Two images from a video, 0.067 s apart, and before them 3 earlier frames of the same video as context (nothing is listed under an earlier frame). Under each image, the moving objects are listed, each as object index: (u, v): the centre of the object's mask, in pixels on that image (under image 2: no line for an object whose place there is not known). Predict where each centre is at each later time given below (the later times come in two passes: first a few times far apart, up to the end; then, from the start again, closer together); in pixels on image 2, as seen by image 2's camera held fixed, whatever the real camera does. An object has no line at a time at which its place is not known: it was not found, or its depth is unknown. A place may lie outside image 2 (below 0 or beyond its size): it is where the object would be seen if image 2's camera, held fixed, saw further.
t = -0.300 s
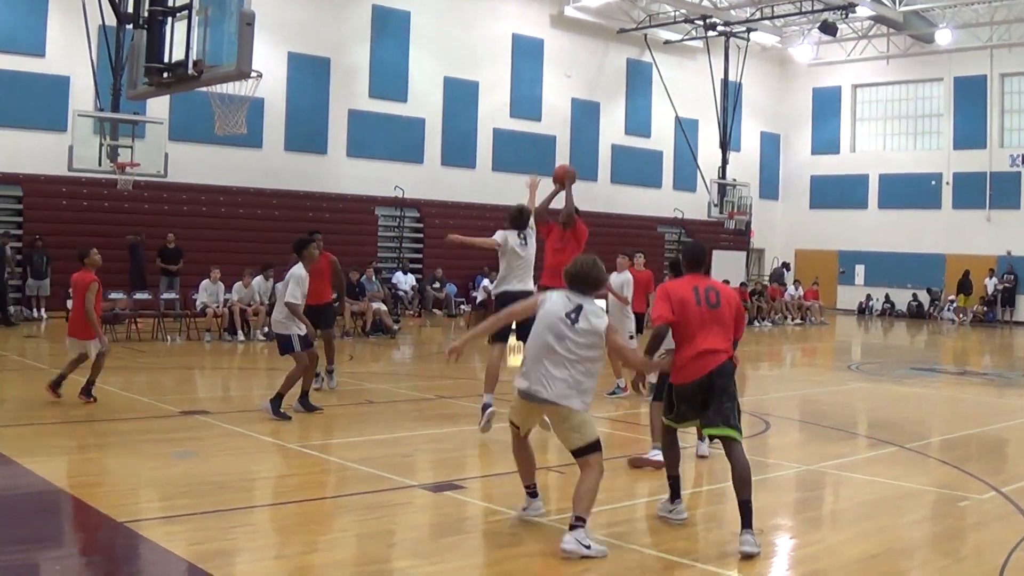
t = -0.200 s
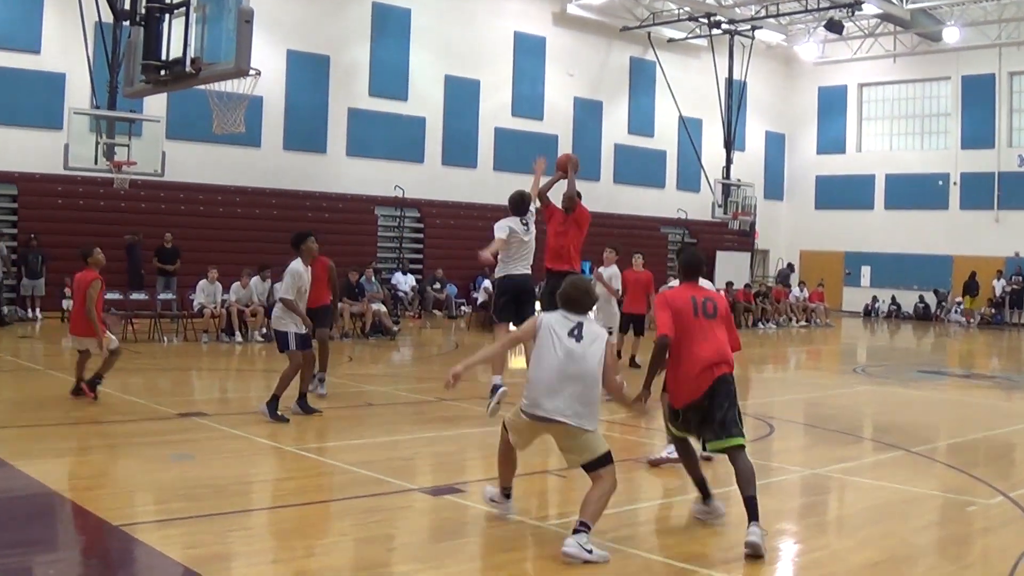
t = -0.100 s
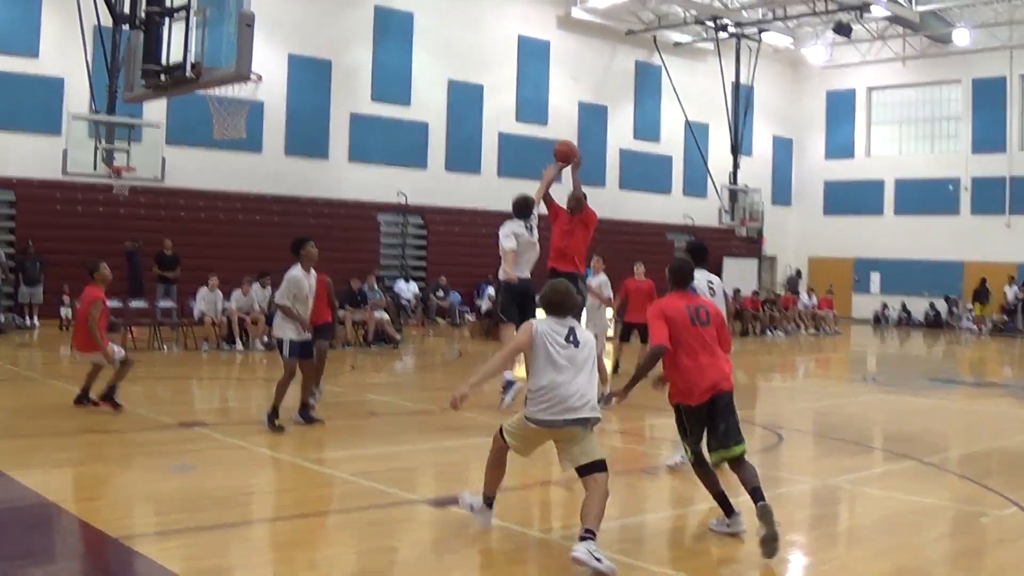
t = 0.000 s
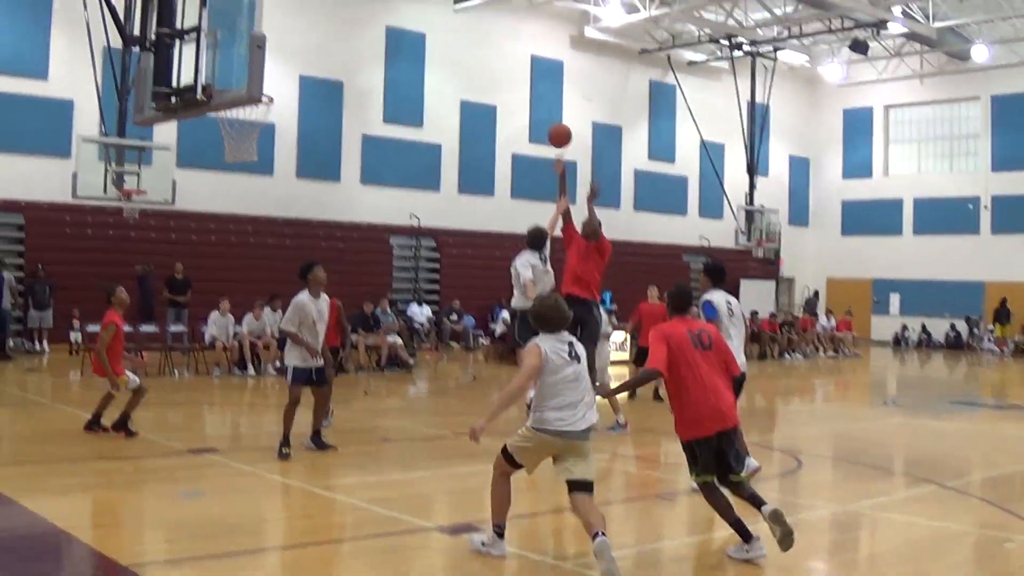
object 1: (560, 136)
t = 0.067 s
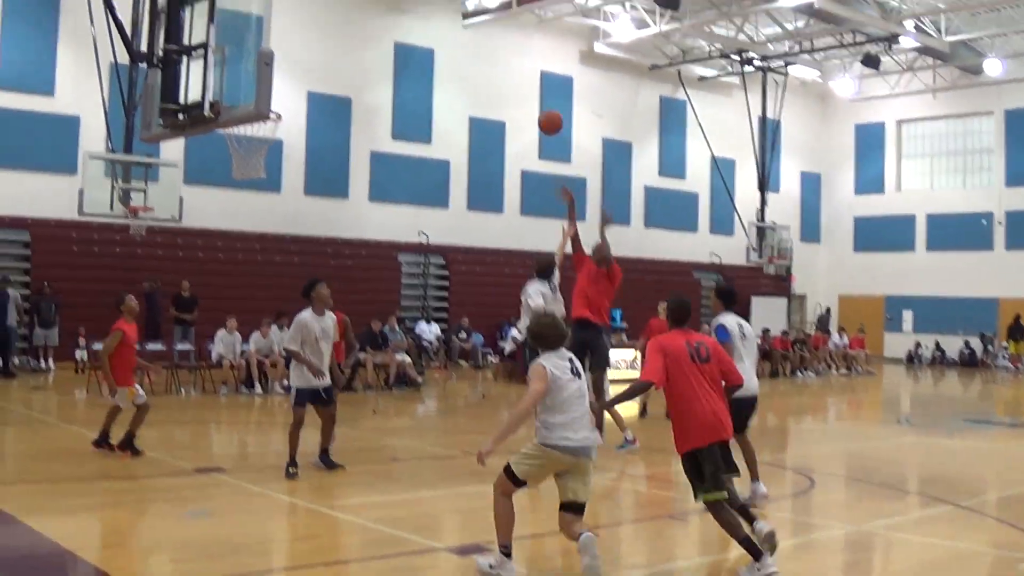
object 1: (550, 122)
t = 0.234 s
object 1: (500, 67)
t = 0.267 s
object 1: (490, 59)
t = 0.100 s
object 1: (541, 110)
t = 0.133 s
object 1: (531, 97)
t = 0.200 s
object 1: (511, 76)
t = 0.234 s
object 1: (500, 67)
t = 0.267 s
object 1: (490, 59)
